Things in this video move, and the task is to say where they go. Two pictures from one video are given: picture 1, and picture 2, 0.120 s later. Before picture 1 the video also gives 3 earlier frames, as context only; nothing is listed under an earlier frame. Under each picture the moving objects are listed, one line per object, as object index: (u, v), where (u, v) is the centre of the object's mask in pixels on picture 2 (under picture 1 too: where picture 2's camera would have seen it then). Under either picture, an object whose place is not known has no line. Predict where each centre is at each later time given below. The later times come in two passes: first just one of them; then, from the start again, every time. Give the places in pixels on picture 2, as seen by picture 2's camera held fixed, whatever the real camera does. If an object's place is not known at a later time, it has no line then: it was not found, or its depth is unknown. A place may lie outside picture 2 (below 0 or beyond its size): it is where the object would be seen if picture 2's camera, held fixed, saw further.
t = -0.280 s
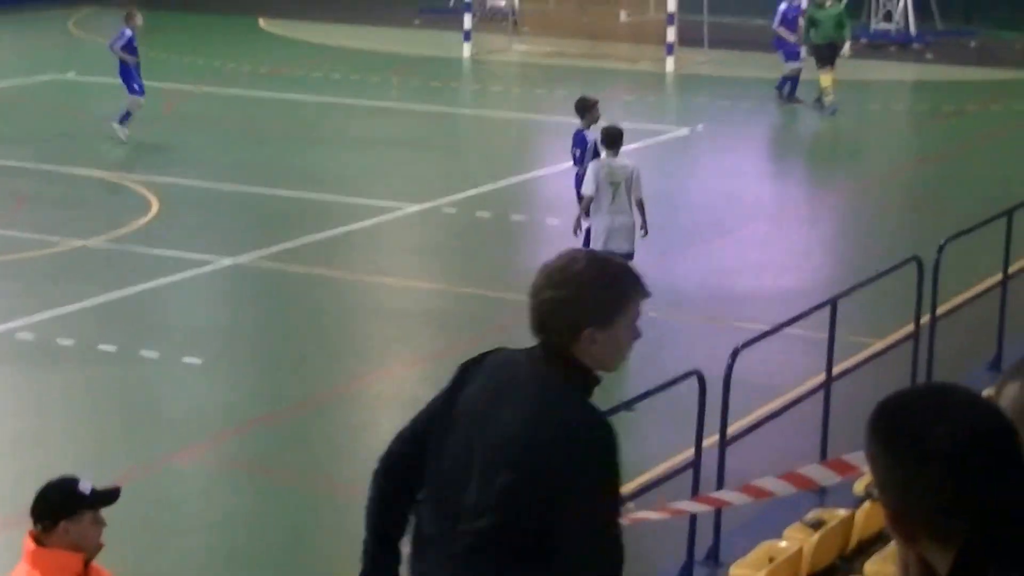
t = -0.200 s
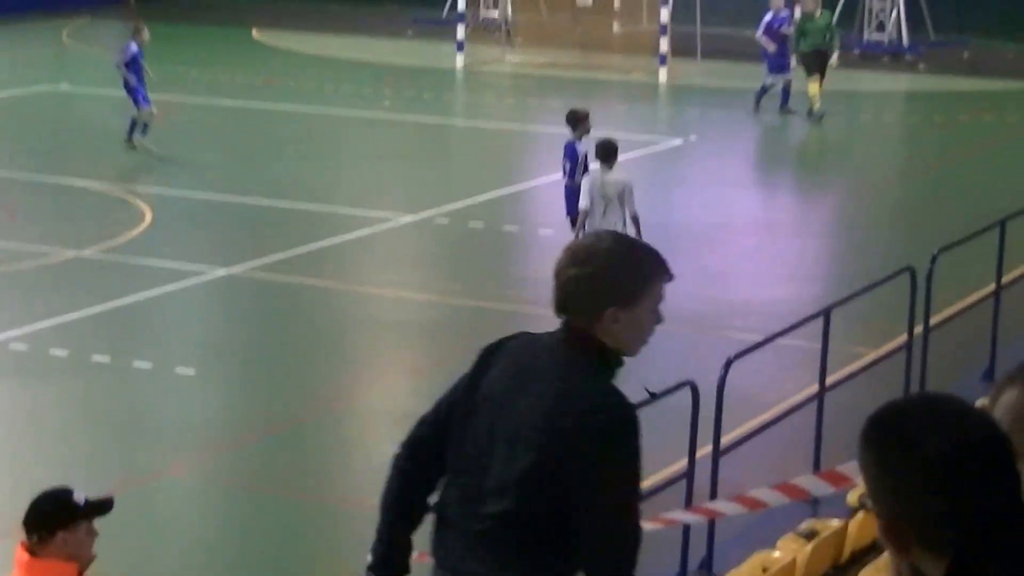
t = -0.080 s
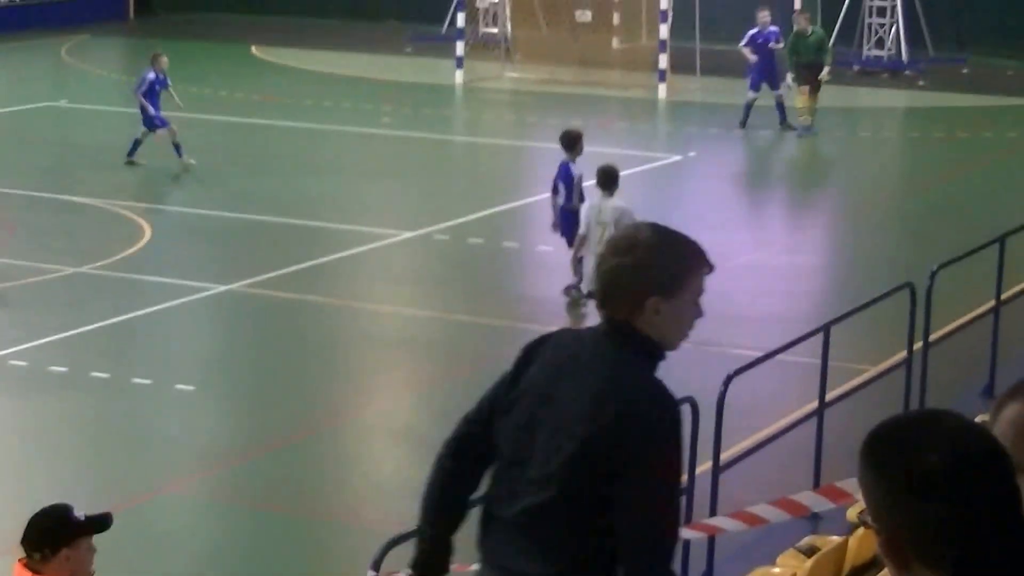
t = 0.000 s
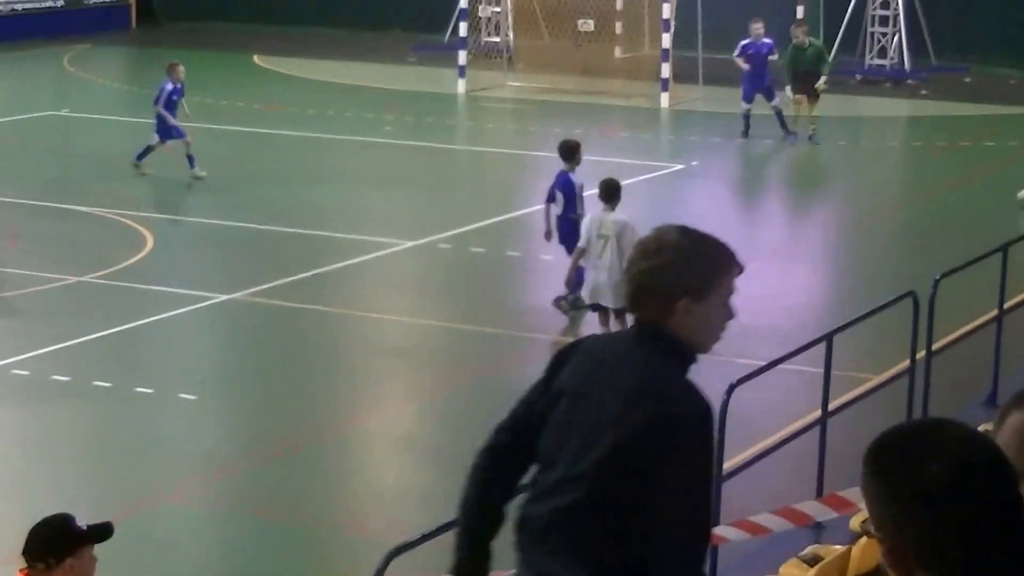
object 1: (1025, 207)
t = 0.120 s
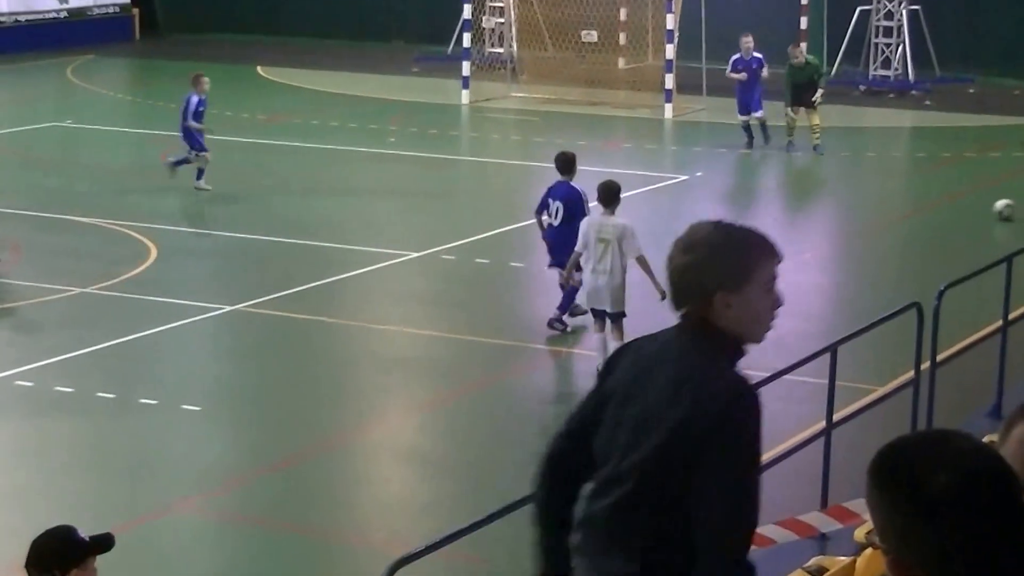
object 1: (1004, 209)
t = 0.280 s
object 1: (966, 209)
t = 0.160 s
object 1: (995, 209)
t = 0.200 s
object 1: (985, 209)
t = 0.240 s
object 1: (976, 210)
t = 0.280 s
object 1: (966, 209)
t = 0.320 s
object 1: (957, 210)
